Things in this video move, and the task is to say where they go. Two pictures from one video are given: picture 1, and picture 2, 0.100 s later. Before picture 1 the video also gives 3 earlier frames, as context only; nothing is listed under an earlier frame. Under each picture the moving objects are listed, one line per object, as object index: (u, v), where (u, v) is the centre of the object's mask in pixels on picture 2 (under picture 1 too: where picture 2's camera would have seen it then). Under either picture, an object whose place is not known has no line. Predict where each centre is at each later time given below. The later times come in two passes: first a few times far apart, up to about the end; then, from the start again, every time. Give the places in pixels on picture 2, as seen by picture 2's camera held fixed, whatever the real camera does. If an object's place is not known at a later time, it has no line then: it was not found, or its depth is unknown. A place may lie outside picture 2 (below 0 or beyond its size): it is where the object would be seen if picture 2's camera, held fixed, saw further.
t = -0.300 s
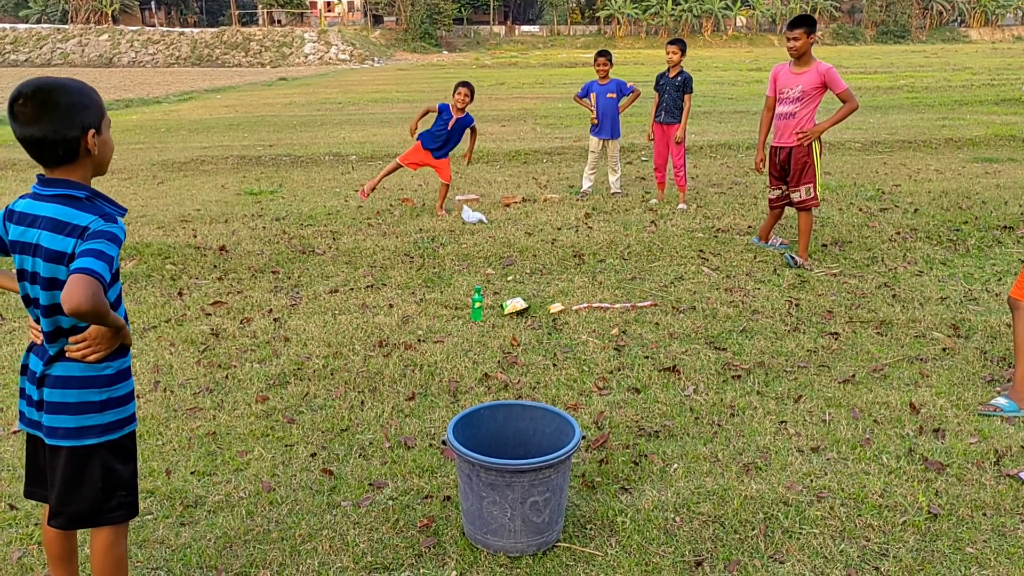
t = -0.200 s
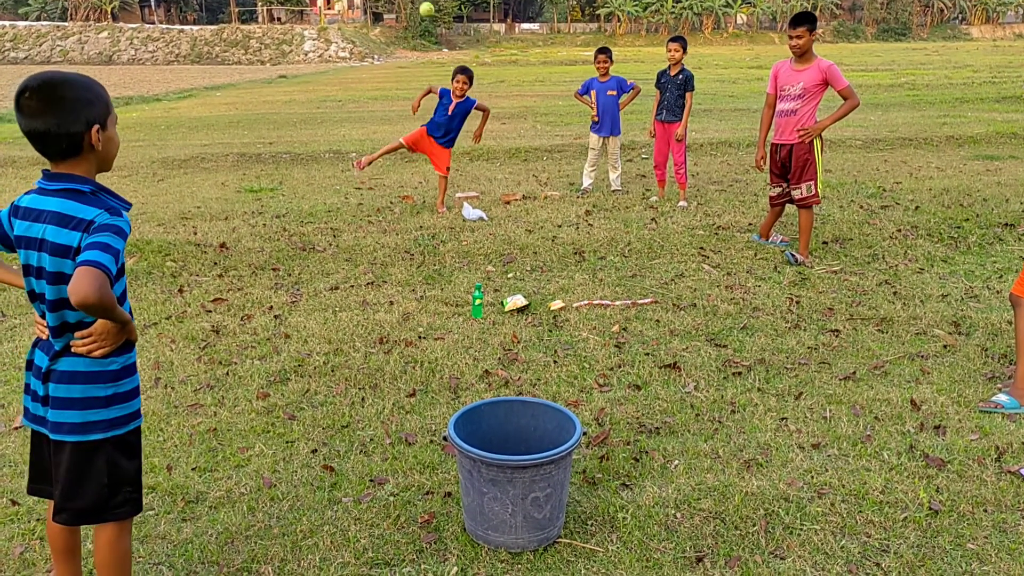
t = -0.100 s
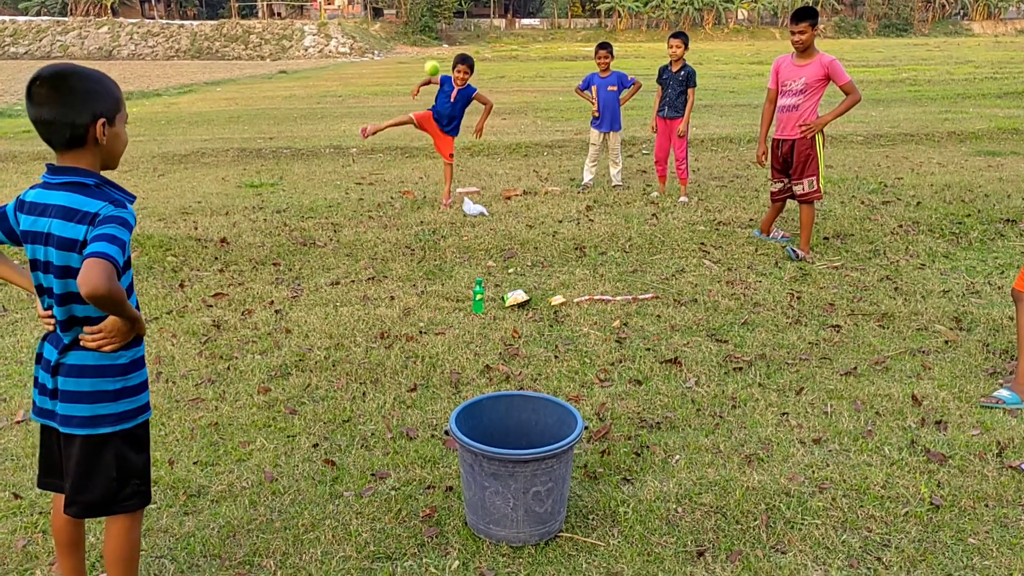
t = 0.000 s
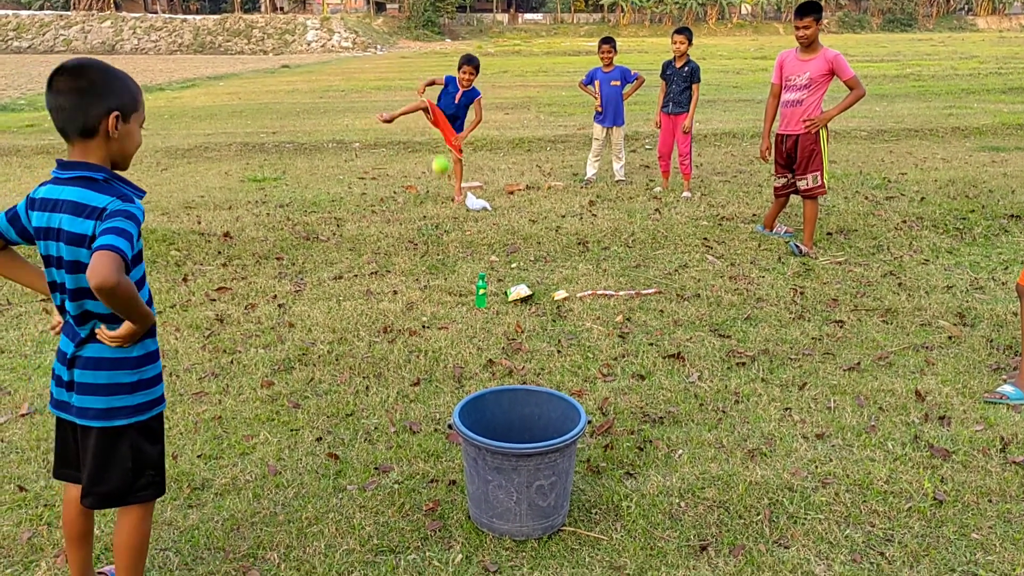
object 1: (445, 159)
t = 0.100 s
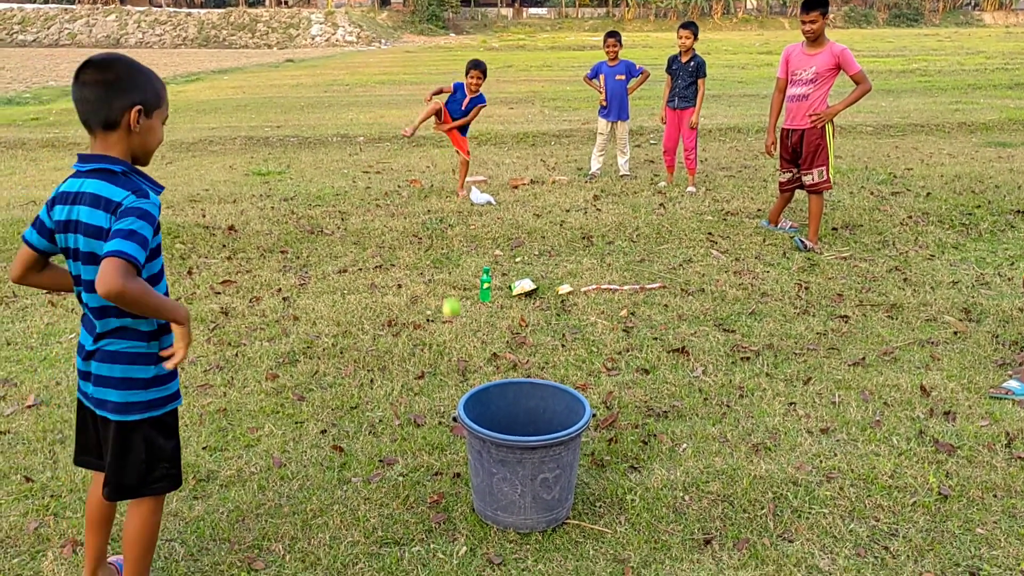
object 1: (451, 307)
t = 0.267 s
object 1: (475, 375)
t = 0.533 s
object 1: (513, 327)
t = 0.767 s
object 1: (520, 354)
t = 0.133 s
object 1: (453, 372)
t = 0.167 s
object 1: (454, 405)
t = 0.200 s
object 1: (460, 391)
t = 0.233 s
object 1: (468, 381)
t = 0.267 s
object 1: (475, 375)
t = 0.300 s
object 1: (481, 369)
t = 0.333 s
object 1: (488, 366)
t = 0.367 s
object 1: (496, 367)
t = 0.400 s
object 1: (504, 370)
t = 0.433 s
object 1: (509, 369)
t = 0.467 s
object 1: (511, 352)
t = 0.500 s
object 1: (512, 338)
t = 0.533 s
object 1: (513, 327)
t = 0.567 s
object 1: (515, 320)
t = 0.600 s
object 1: (515, 317)
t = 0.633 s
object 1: (516, 317)
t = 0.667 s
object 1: (518, 321)
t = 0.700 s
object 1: (518, 329)
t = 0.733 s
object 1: (519, 339)
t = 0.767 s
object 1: (520, 354)
